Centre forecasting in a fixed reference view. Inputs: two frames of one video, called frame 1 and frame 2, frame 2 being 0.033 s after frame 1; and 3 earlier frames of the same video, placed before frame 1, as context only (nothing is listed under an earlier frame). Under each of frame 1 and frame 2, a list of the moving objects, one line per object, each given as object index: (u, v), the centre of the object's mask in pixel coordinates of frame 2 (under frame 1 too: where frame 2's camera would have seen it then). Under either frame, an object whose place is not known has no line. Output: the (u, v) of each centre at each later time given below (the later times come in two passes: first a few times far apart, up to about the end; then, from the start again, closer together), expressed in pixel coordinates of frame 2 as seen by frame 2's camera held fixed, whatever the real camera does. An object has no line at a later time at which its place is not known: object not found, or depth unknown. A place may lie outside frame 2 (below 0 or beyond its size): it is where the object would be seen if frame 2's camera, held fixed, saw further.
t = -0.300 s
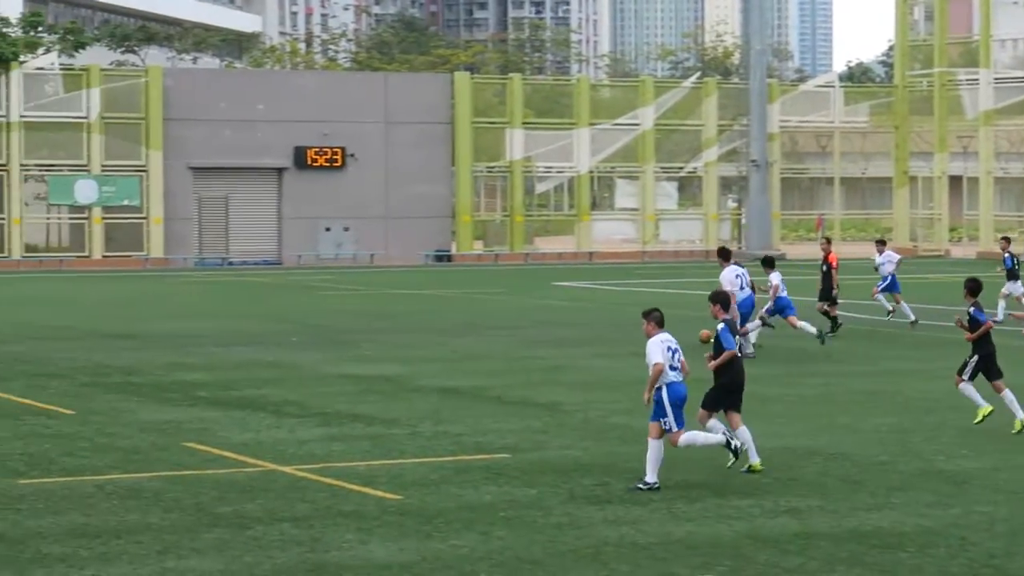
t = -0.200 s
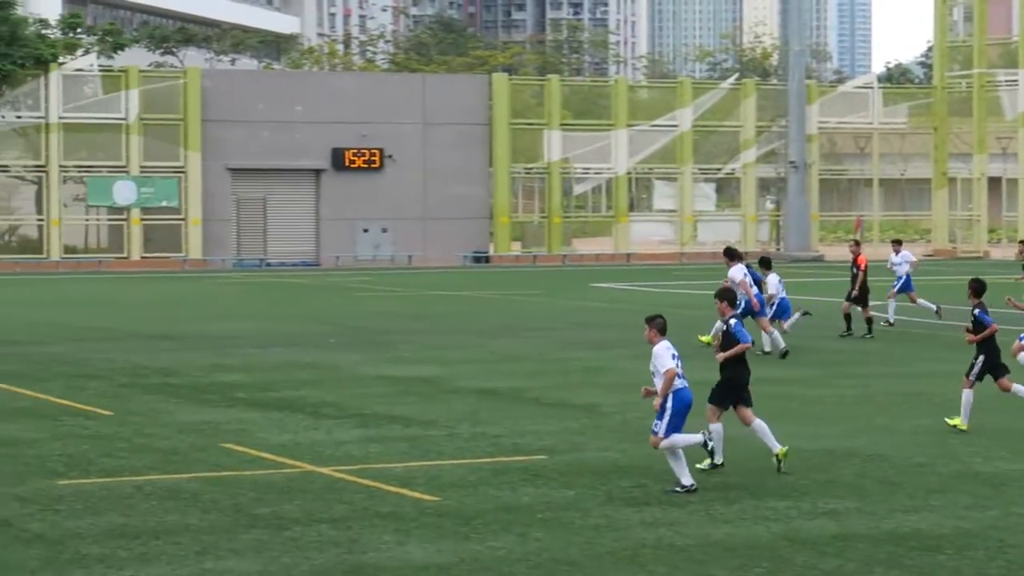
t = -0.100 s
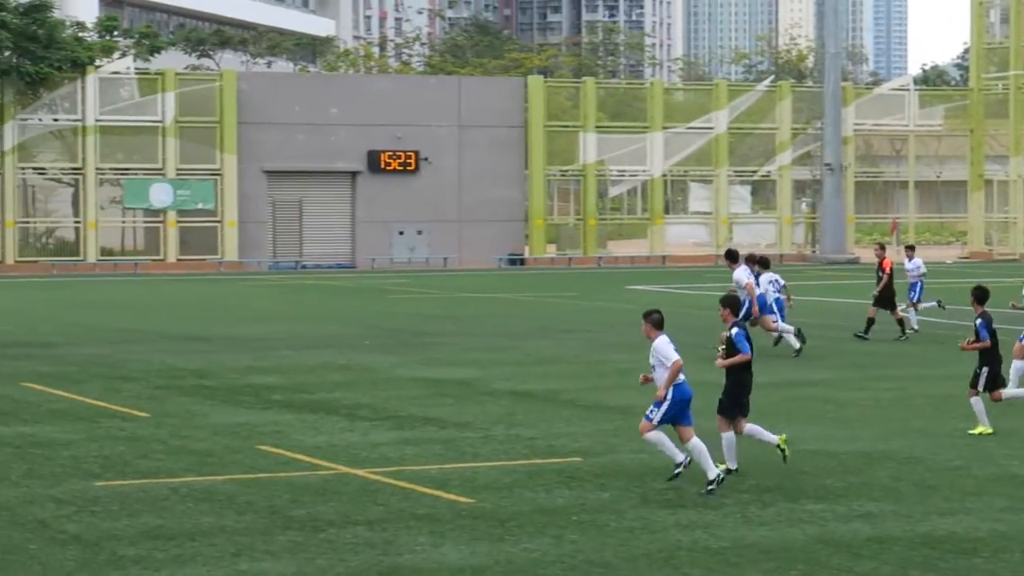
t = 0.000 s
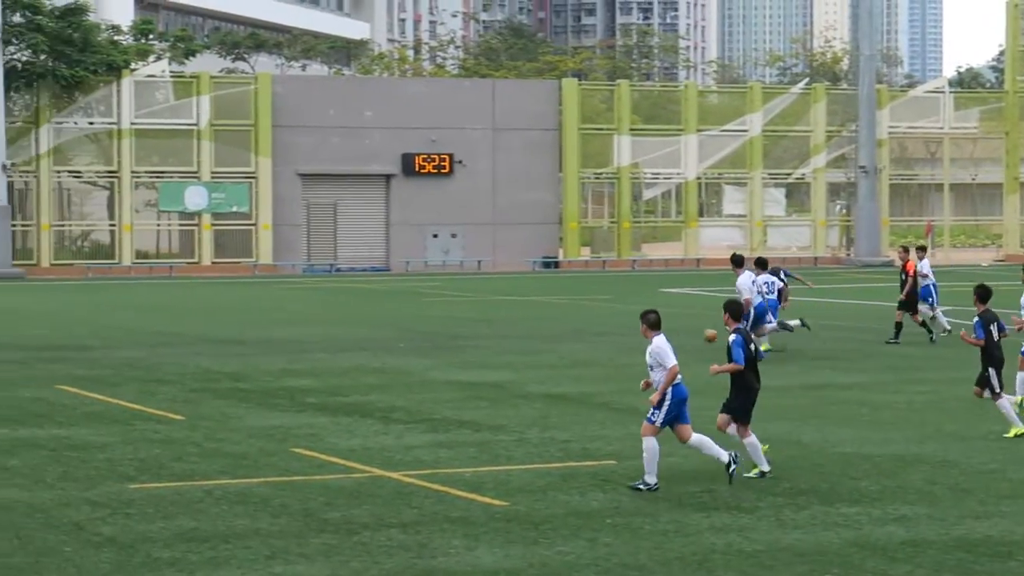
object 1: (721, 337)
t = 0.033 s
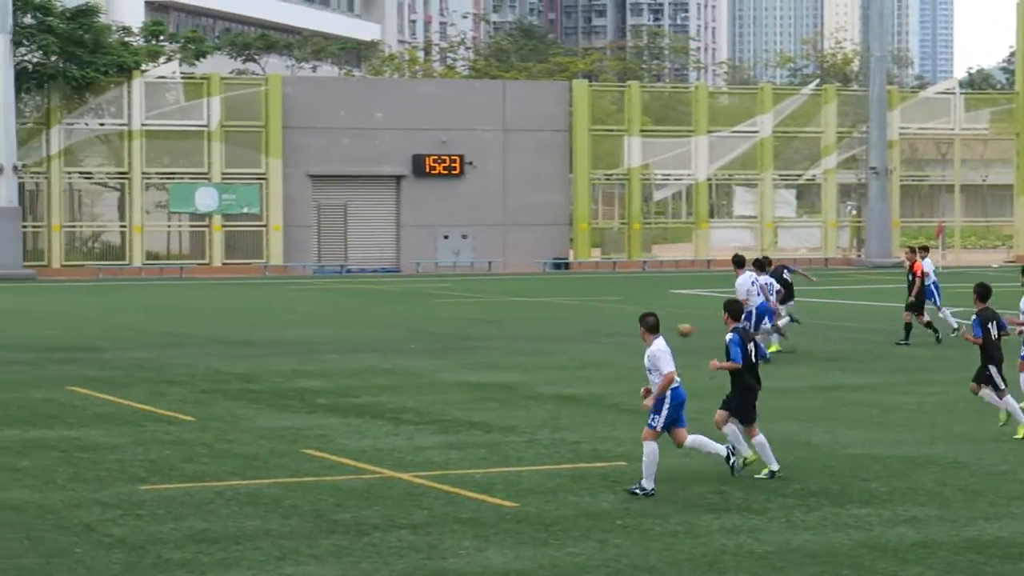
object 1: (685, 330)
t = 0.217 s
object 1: (484, 304)
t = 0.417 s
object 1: (267, 298)
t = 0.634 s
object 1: (24, 313)
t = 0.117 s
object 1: (594, 315)
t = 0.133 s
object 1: (575, 313)
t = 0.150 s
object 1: (557, 311)
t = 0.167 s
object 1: (539, 309)
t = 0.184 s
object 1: (520, 307)
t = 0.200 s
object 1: (502, 306)
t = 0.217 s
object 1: (484, 304)
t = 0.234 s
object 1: (466, 303)
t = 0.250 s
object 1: (449, 302)
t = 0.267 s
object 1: (431, 301)
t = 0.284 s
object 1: (412, 300)
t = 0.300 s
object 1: (394, 299)
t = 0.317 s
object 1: (375, 298)
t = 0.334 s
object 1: (357, 297)
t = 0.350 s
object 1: (340, 297)
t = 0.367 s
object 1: (322, 297)
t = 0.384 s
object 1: (303, 297)
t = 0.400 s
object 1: (285, 297)
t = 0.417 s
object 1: (267, 298)
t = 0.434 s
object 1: (248, 298)
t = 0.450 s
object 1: (229, 299)
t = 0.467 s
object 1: (211, 299)
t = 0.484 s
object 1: (192, 300)
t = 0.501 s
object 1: (173, 301)
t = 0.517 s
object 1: (156, 302)
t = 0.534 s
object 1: (137, 303)
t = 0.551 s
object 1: (118, 304)
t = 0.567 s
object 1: (100, 305)
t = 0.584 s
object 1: (81, 307)
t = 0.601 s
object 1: (62, 309)
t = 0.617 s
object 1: (43, 311)
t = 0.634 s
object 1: (24, 313)
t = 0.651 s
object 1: (5, 315)
